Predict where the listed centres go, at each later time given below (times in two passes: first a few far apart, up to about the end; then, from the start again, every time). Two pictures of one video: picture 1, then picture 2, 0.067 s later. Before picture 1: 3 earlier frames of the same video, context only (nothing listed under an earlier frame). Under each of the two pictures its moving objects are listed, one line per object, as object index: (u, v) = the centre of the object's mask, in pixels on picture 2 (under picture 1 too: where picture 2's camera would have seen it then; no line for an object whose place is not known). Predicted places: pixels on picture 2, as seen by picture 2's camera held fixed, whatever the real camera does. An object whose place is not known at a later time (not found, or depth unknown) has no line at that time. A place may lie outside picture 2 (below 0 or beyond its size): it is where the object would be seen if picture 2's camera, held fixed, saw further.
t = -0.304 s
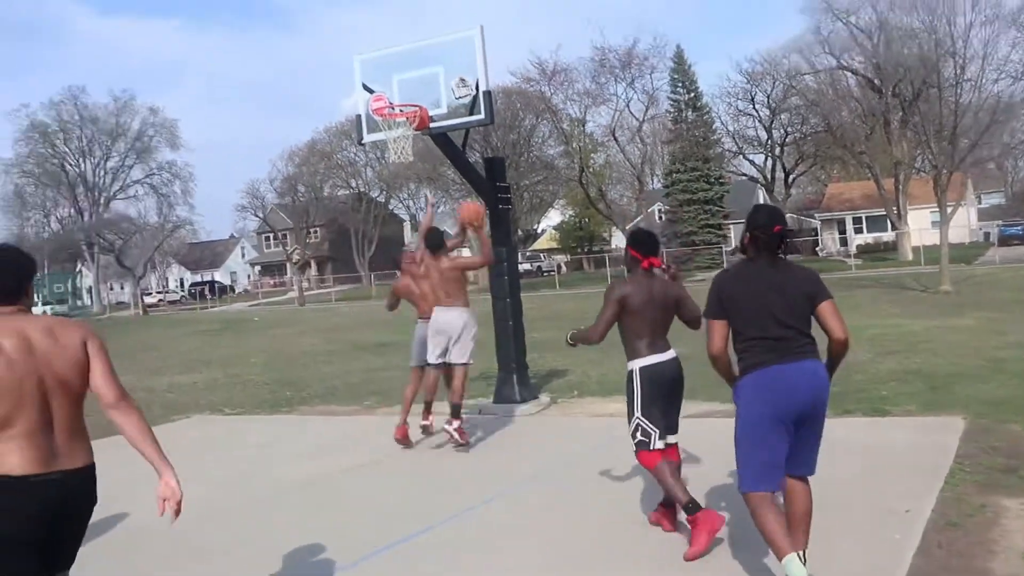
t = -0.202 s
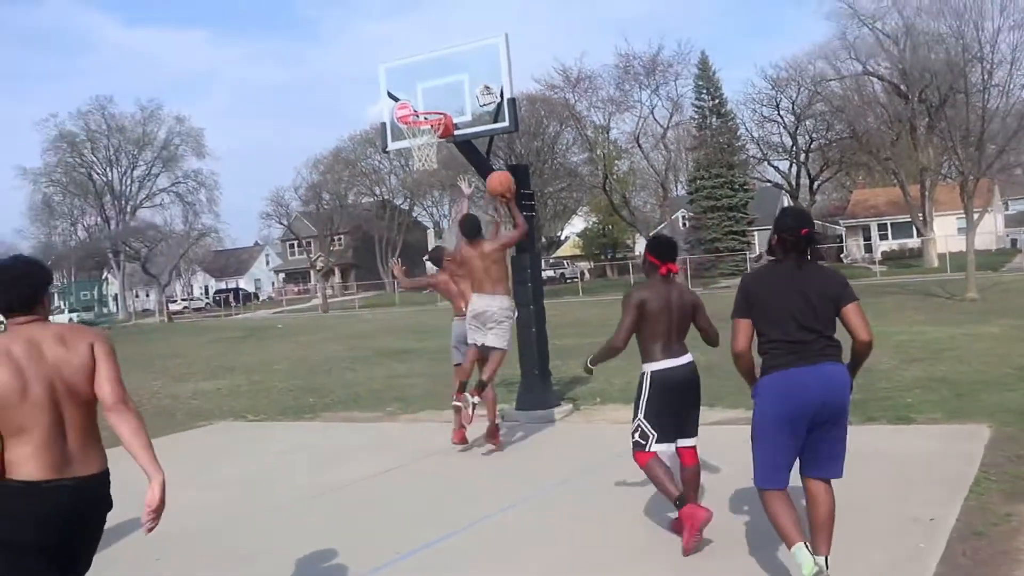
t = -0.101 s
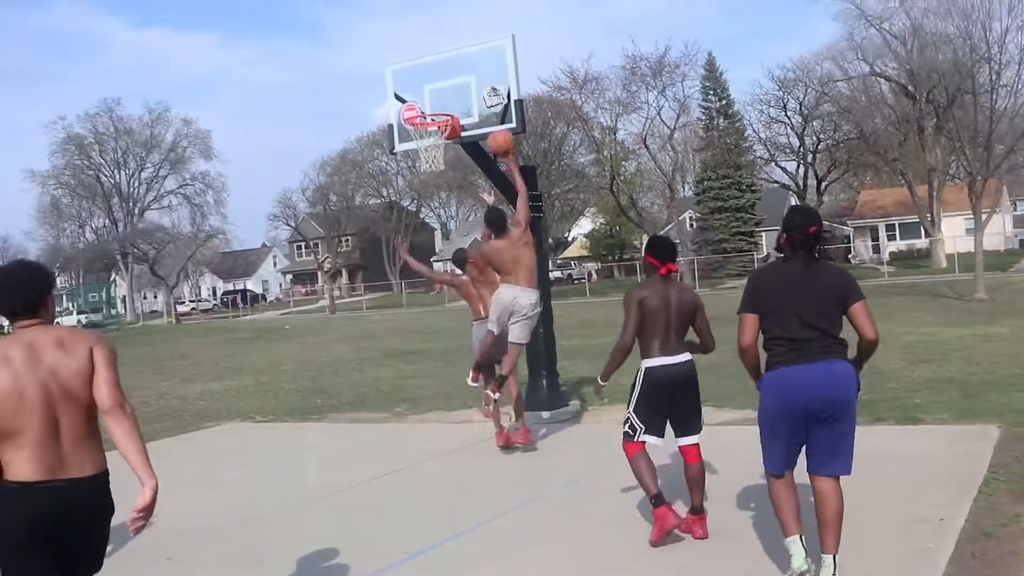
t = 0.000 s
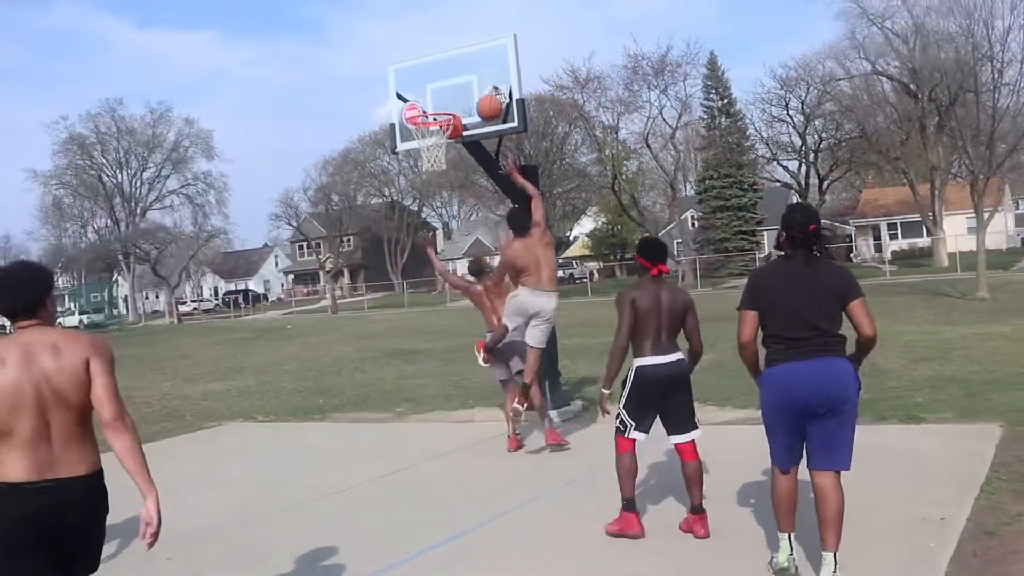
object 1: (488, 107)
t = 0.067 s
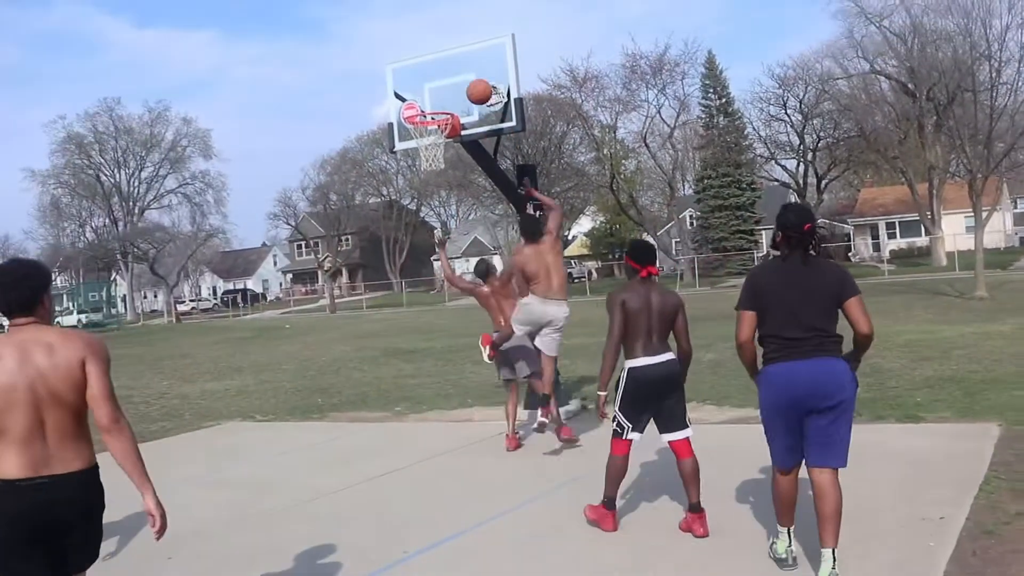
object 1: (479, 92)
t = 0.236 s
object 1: (463, 76)
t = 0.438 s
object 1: (431, 89)
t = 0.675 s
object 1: (437, 106)
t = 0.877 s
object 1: (428, 104)
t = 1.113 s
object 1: (425, 105)
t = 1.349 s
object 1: (435, 145)
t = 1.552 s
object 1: (447, 199)
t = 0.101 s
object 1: (475, 86)
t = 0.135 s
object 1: (472, 82)
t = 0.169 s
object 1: (469, 79)
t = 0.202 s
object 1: (466, 77)
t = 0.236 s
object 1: (463, 76)
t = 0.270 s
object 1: (459, 76)
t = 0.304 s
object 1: (455, 77)
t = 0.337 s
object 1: (450, 78)
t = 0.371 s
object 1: (444, 81)
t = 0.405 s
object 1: (437, 84)
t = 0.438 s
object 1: (431, 89)
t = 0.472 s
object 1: (426, 94)
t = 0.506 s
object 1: (420, 100)
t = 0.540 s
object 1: (414, 106)
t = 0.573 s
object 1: (416, 108)
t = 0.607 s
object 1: (423, 106)
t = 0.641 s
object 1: (430, 107)
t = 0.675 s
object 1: (437, 106)
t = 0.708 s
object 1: (441, 106)
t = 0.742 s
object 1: (439, 104)
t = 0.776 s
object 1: (436, 103)
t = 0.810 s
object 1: (433, 103)
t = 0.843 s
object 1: (431, 103)
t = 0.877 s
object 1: (428, 104)
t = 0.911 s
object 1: (425, 106)
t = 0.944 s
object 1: (425, 107)
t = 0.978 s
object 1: (424, 105)
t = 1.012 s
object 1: (423, 104)
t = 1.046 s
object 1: (423, 104)
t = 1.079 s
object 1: (425, 104)
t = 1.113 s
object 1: (425, 105)
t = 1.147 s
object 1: (426, 106)
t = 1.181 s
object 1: (428, 114)
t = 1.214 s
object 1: (428, 118)
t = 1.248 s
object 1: (430, 125)
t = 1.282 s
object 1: (431, 131)
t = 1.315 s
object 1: (431, 134)
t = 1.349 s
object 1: (435, 145)
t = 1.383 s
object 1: (439, 151)
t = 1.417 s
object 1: (440, 162)
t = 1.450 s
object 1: (442, 169)
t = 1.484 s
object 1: (444, 175)
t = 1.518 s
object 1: (445, 187)
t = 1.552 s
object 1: (447, 199)
